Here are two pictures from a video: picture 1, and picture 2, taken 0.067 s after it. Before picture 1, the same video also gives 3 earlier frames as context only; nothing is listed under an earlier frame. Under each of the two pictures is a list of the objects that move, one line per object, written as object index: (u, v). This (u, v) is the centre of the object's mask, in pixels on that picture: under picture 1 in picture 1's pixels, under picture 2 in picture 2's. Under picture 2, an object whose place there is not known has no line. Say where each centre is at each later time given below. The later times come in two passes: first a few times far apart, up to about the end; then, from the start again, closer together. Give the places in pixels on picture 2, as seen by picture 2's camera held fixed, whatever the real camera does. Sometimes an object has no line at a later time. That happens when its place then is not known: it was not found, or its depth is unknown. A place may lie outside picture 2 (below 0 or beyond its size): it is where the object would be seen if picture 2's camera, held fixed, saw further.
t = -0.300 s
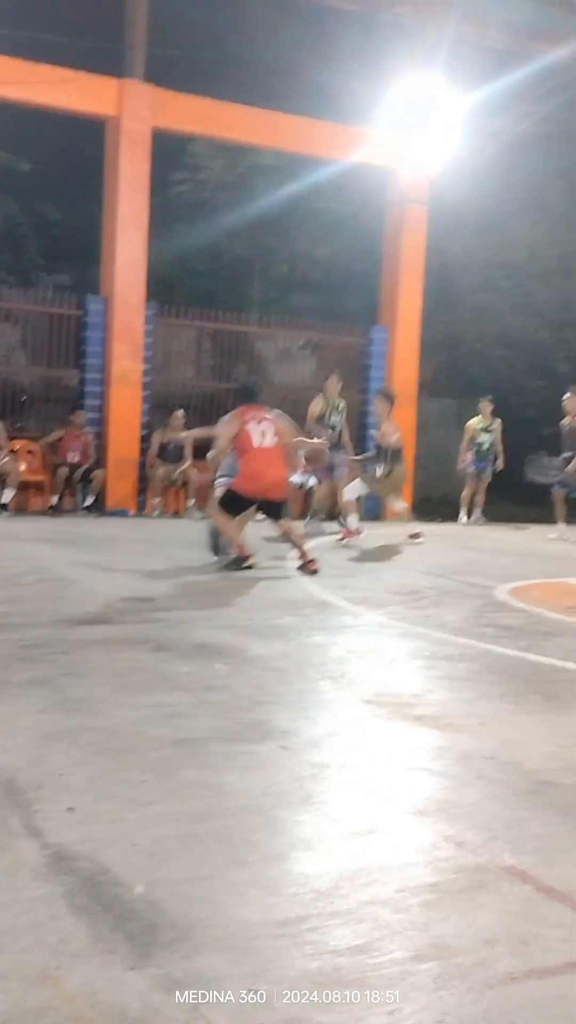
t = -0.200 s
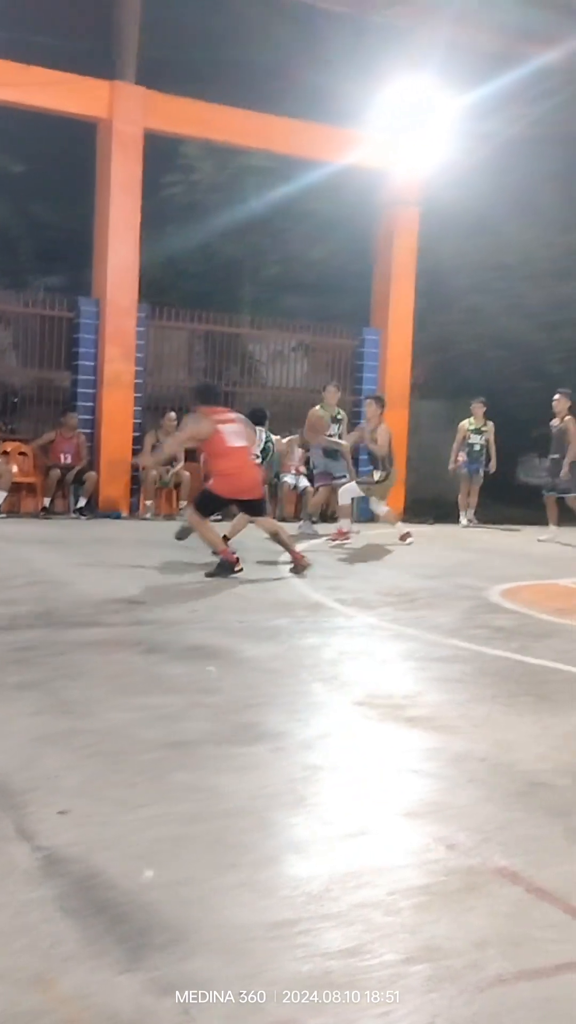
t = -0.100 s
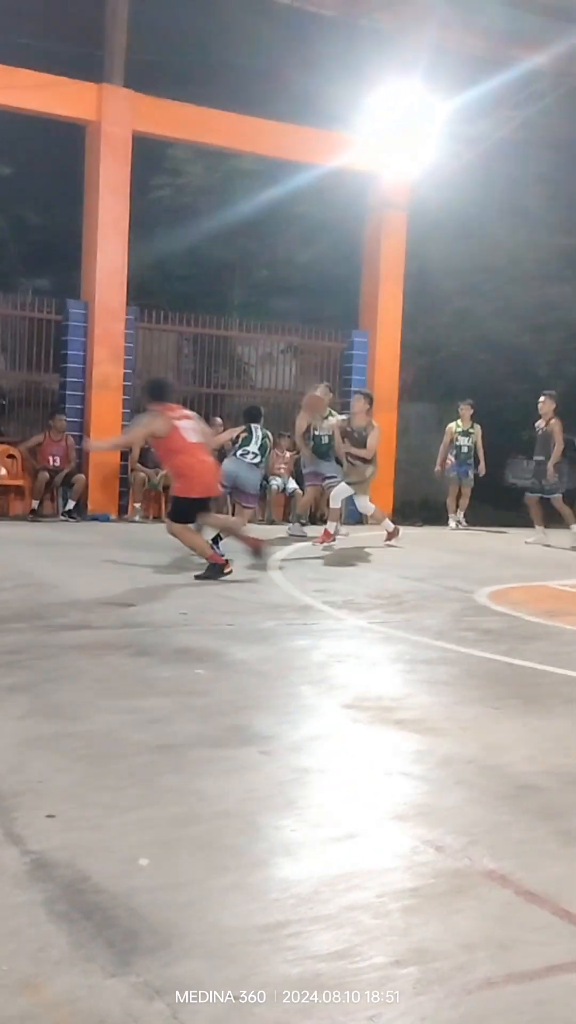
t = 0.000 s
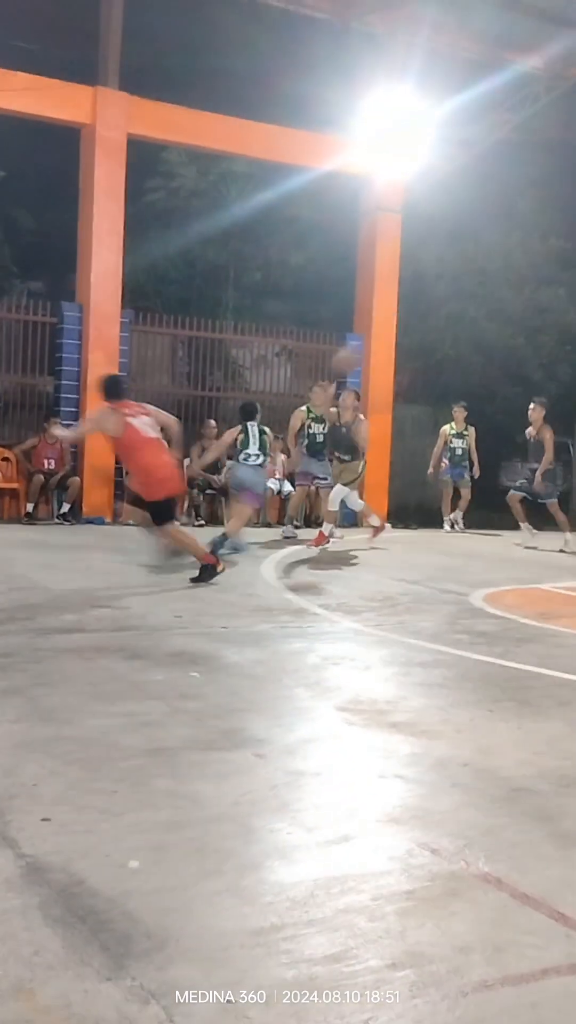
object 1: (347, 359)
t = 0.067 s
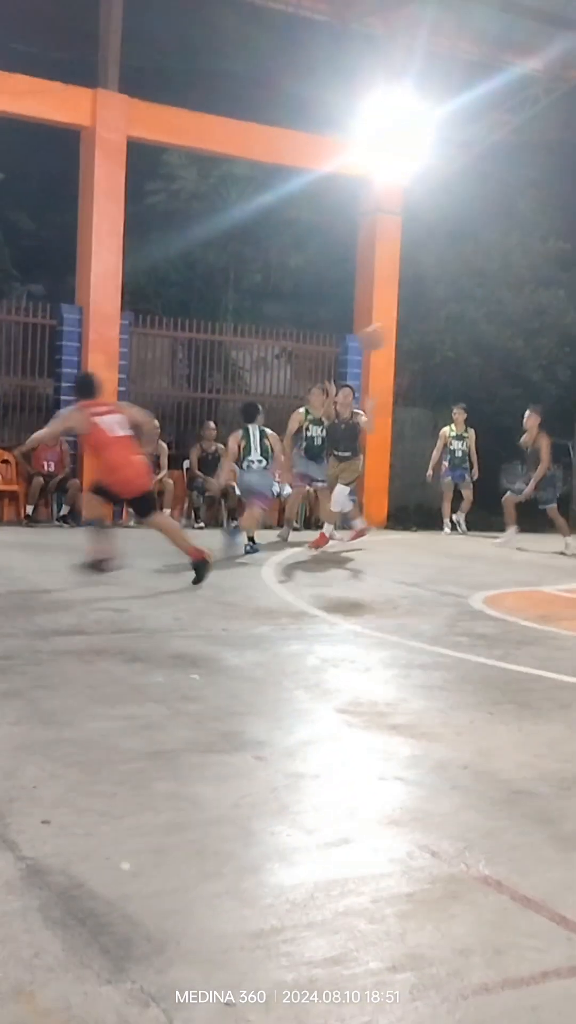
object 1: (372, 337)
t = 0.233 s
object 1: (437, 297)
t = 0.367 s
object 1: (490, 283)
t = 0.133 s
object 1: (401, 317)
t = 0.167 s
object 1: (412, 311)
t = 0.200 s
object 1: (425, 303)
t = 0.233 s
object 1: (437, 297)
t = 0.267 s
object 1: (450, 292)
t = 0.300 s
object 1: (463, 287)
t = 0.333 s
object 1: (476, 285)
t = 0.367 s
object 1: (490, 283)
